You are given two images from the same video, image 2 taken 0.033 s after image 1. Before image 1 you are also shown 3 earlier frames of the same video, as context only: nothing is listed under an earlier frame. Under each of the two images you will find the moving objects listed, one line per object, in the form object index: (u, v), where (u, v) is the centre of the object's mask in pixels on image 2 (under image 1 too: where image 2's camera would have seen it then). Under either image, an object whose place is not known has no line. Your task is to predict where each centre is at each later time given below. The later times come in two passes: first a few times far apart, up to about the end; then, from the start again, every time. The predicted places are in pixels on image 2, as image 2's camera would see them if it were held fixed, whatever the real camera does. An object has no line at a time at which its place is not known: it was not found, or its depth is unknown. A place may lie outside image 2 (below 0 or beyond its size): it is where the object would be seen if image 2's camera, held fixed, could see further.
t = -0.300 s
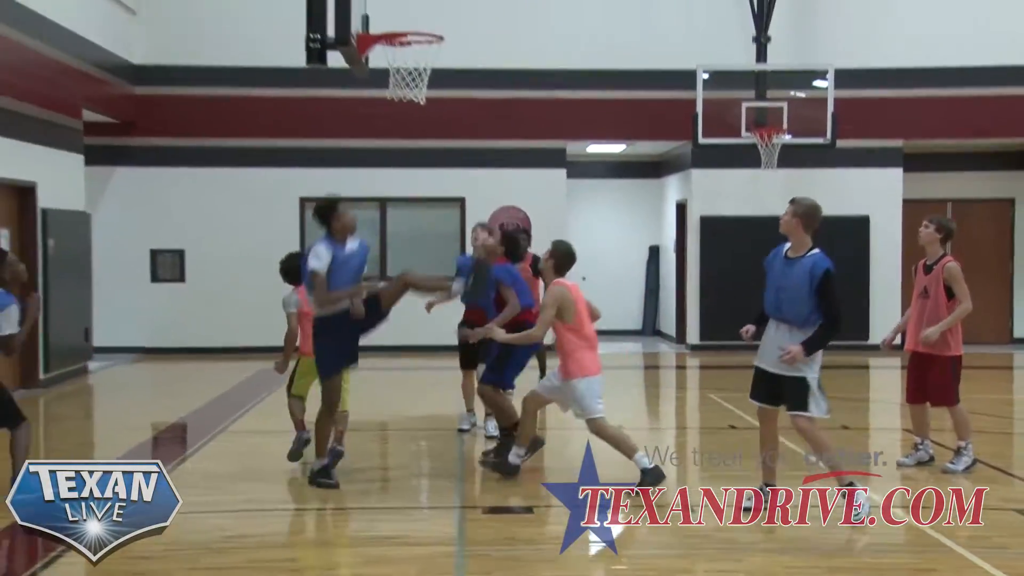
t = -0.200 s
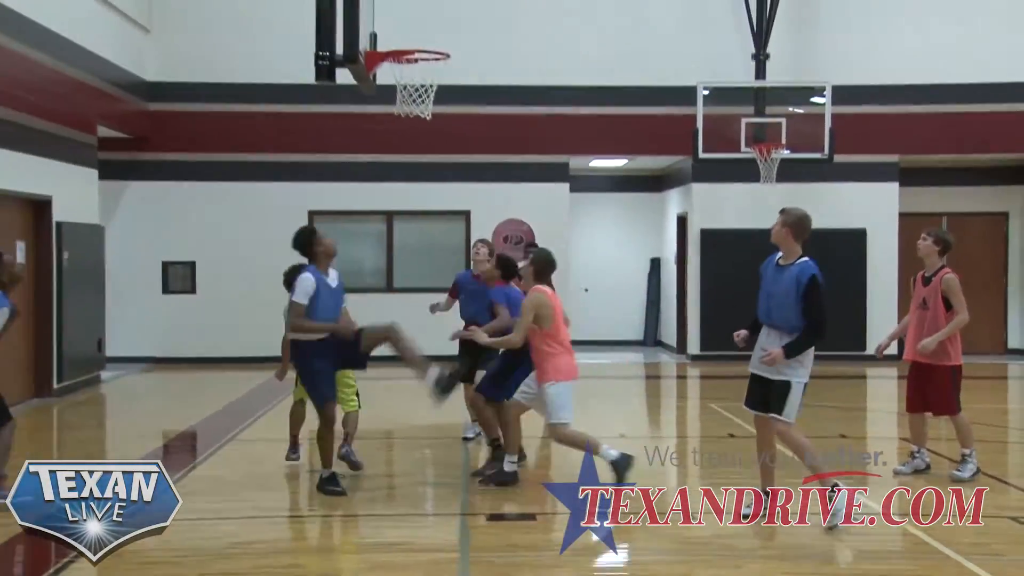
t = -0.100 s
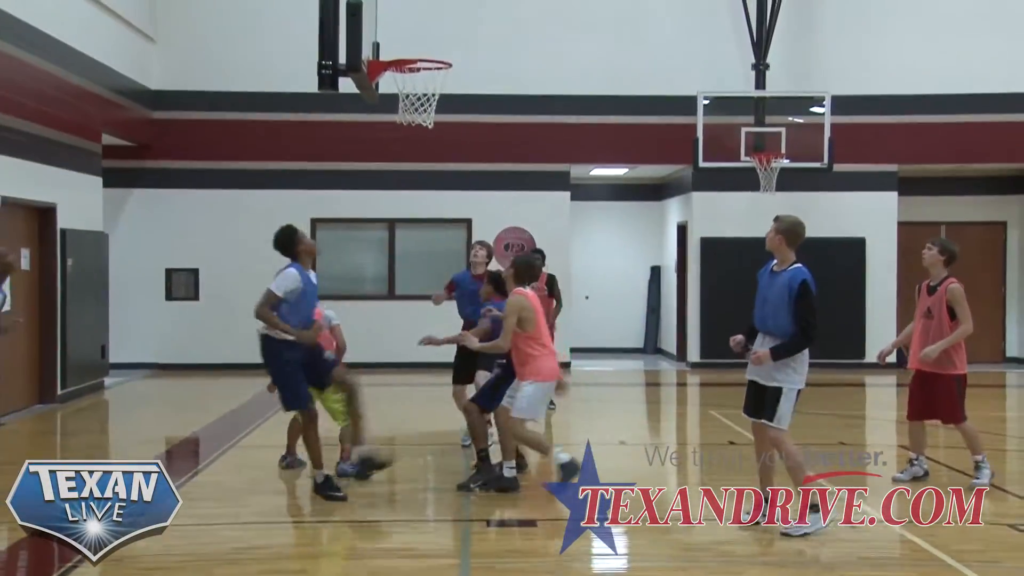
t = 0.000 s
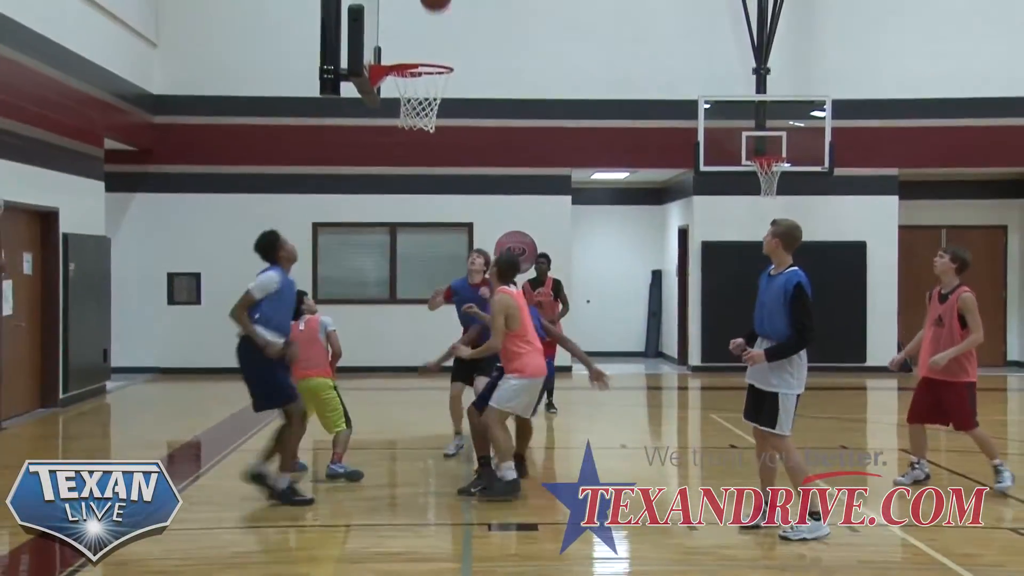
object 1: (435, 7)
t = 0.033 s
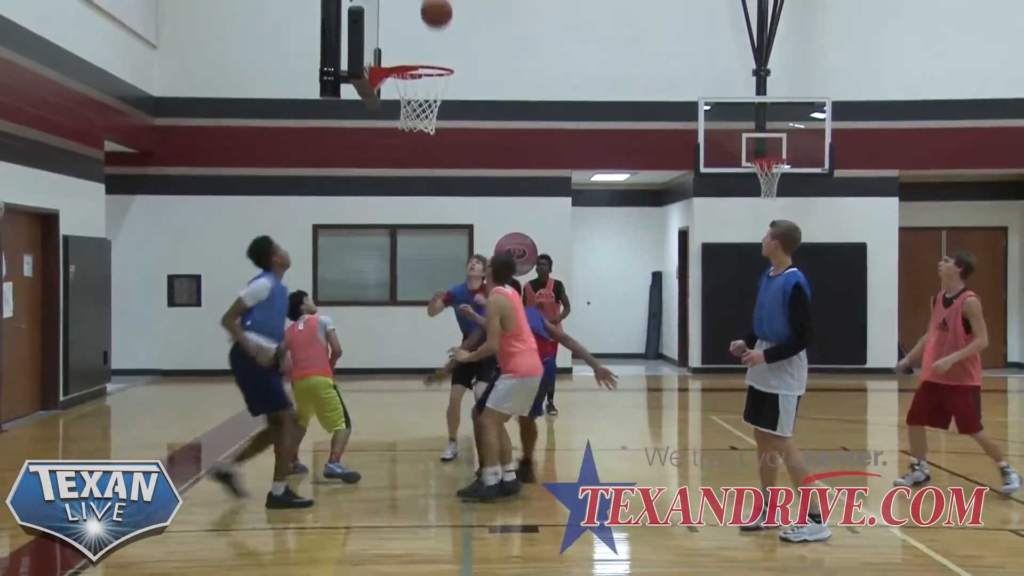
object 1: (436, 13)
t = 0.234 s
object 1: (454, 45)
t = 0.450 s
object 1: (483, 51)
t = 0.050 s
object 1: (437, 20)
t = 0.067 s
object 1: (437, 28)
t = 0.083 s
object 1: (438, 36)
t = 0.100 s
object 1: (438, 45)
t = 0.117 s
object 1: (439, 53)
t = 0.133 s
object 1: (441, 57)
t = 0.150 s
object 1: (443, 57)
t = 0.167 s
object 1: (445, 54)
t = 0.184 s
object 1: (447, 52)
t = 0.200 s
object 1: (450, 49)
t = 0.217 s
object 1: (452, 47)
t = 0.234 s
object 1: (454, 45)
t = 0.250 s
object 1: (456, 43)
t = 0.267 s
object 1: (459, 42)
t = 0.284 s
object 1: (461, 41)
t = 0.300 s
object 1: (463, 41)
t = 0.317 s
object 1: (465, 40)
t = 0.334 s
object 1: (468, 40)
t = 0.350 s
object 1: (470, 41)
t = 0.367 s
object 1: (472, 41)
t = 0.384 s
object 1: (474, 43)
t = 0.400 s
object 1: (476, 44)
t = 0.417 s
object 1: (479, 46)
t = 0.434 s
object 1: (481, 48)
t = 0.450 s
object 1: (483, 51)
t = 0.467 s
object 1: (485, 53)
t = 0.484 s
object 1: (487, 56)
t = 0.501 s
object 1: (489, 59)
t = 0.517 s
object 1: (491, 63)
